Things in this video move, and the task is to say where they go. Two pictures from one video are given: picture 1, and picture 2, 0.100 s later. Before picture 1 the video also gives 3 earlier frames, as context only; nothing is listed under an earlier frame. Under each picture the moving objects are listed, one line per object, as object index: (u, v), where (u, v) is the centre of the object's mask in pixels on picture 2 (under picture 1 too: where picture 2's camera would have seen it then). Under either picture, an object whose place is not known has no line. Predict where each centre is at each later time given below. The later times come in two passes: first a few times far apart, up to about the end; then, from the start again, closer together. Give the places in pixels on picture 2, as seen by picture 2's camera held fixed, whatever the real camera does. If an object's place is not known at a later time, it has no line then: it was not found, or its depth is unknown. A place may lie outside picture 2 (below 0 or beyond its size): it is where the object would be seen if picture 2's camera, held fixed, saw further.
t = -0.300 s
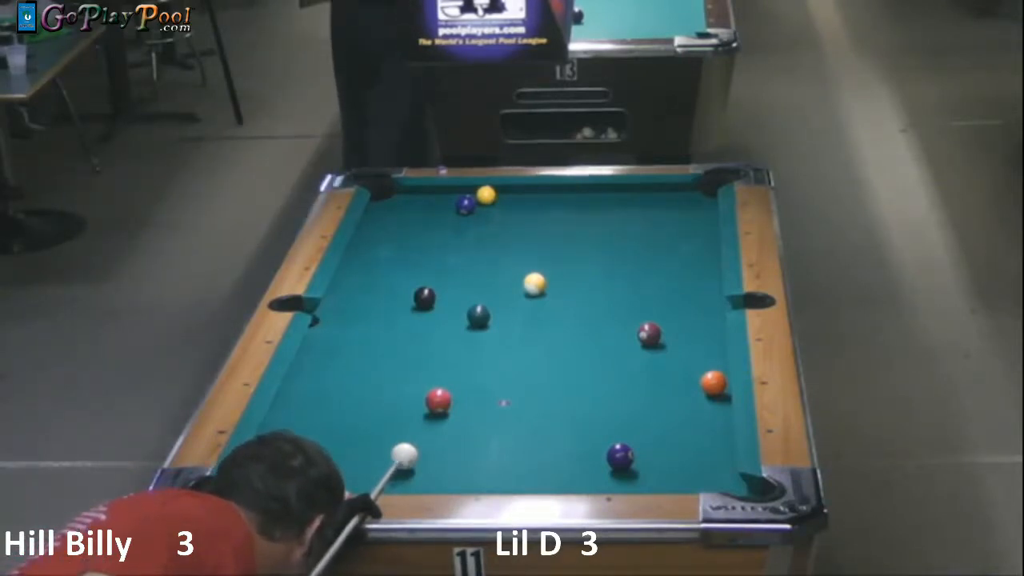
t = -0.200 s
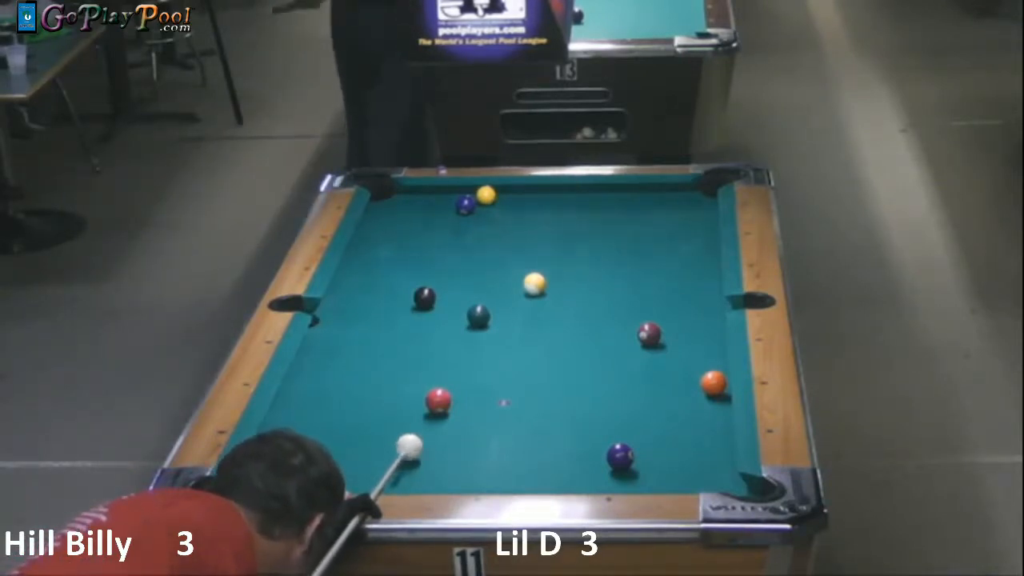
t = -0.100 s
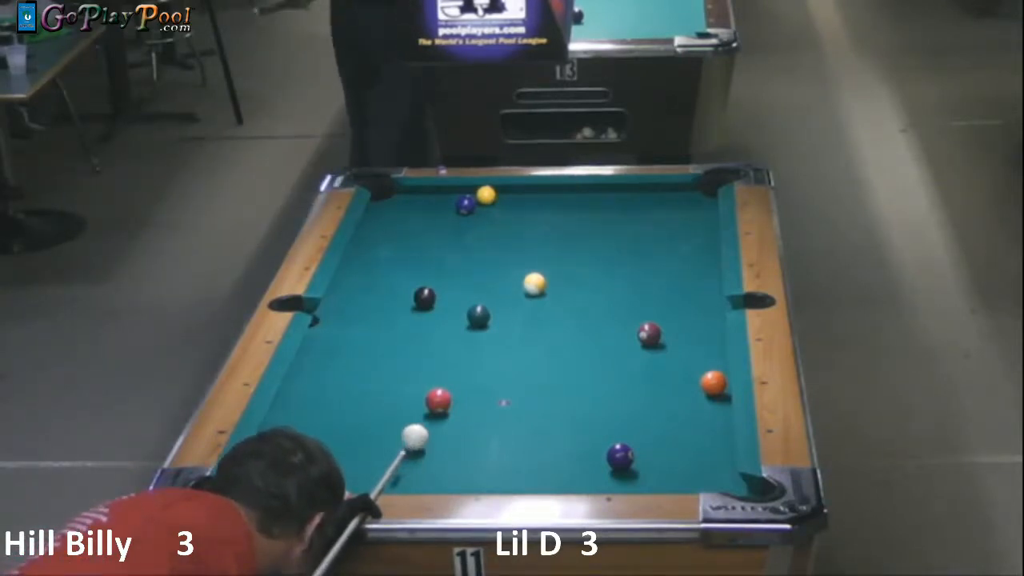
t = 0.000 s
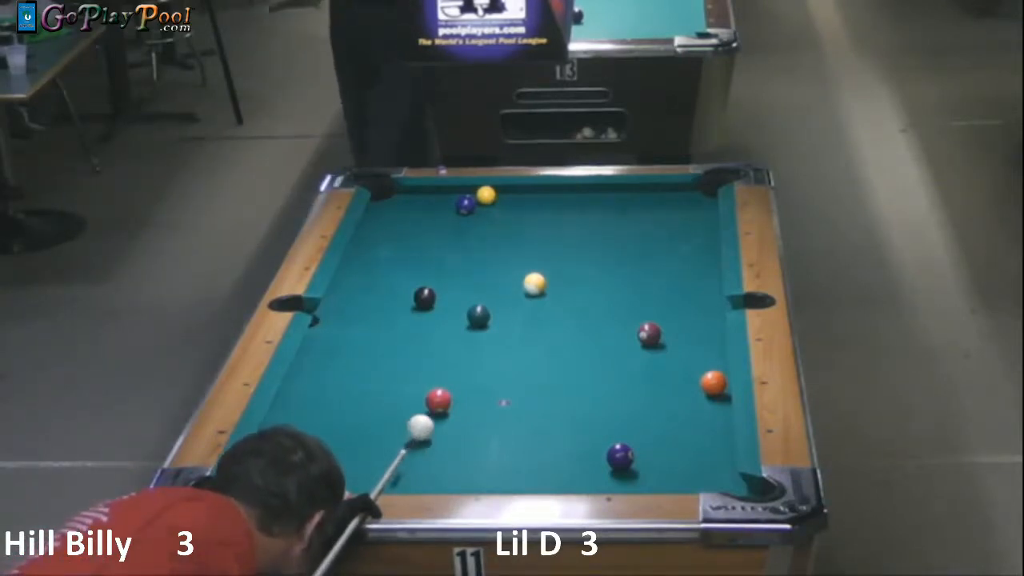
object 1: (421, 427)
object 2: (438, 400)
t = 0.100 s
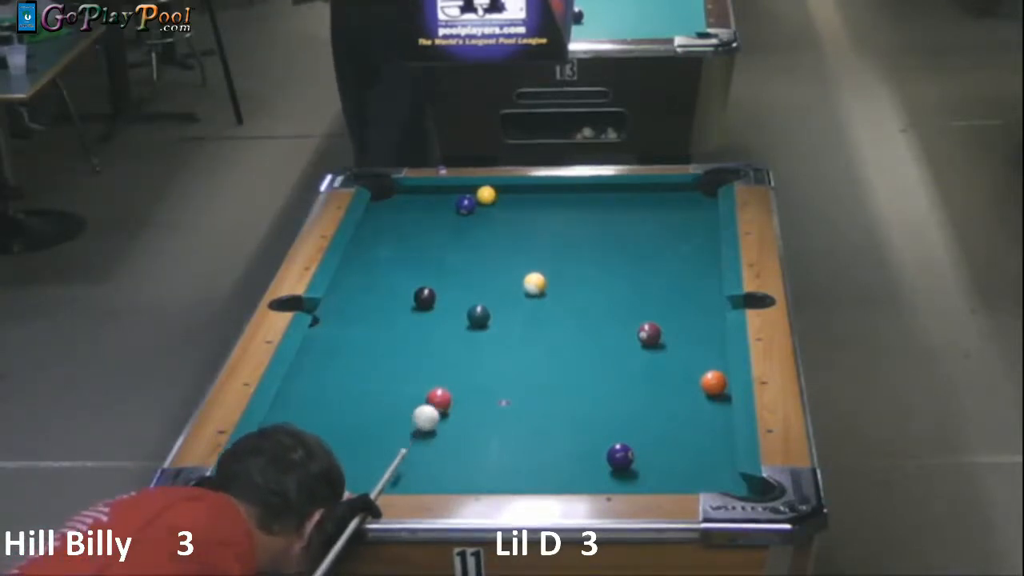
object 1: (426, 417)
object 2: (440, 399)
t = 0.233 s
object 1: (430, 410)
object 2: (443, 395)
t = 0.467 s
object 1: (431, 406)
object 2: (449, 387)
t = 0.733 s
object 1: (434, 402)
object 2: (457, 375)
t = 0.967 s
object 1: (434, 399)
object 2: (464, 365)
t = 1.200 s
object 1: (434, 398)
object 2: (470, 357)
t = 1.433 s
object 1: (435, 398)
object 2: (475, 350)
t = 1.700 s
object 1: (435, 398)
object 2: (480, 343)
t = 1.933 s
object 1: (435, 398)
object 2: (485, 338)
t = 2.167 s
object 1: (435, 398)
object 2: (488, 332)
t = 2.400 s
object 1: (435, 398)
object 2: (491, 329)
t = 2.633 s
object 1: (435, 398)
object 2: (494, 324)
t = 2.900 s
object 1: (435, 398)
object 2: (494, 322)
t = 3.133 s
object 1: (435, 398)
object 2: (497, 320)
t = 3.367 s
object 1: (435, 398)
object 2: (498, 320)
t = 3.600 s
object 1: (435, 398)
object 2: (499, 319)
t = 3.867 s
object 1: (435, 398)
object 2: (499, 320)
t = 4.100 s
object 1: (435, 398)
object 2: (499, 318)
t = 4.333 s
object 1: (432, 398)
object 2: (499, 319)
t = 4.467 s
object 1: (429, 398)
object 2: (499, 319)
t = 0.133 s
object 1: (427, 415)
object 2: (441, 398)
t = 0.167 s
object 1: (429, 412)
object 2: (441, 397)
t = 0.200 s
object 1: (430, 410)
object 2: (442, 396)
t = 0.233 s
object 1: (430, 410)
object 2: (443, 395)
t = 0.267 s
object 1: (430, 409)
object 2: (444, 393)
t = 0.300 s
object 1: (430, 408)
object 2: (445, 392)
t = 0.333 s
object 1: (430, 408)
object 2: (446, 391)
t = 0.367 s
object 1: (431, 407)
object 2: (446, 390)
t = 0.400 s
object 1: (431, 407)
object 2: (447, 389)
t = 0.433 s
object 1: (431, 406)
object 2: (448, 388)
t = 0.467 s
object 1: (431, 406)
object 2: (449, 387)
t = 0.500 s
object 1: (432, 405)
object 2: (450, 386)
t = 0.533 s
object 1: (432, 405)
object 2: (451, 384)
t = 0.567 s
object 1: (432, 404)
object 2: (452, 383)
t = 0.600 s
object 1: (433, 404)
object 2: (453, 380)
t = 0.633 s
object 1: (433, 403)
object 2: (454, 379)
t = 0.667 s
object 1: (434, 403)
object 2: (455, 378)
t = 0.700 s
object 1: (434, 403)
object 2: (456, 376)
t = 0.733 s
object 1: (434, 402)
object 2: (457, 375)
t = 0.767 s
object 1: (434, 402)
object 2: (458, 373)
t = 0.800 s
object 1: (434, 401)
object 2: (460, 371)
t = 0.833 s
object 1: (434, 401)
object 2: (460, 370)
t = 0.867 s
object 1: (434, 401)
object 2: (461, 369)
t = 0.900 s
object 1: (434, 400)
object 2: (462, 368)
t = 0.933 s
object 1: (434, 400)
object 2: (463, 366)
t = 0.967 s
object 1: (434, 399)
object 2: (464, 365)
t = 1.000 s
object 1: (434, 399)
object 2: (465, 364)
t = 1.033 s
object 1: (434, 399)
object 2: (466, 363)
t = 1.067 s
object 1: (434, 399)
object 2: (467, 362)
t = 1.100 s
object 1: (434, 399)
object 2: (467, 361)
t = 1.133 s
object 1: (434, 399)
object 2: (468, 359)
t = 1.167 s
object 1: (434, 398)
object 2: (469, 358)
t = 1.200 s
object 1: (434, 398)
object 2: (470, 357)
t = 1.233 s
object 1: (434, 398)
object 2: (471, 355)
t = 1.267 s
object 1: (434, 398)
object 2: (472, 355)
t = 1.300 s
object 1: (434, 398)
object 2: (472, 354)
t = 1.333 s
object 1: (435, 398)
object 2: (473, 353)
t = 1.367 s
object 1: (435, 398)
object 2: (474, 351)
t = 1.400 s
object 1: (435, 398)
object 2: (474, 351)
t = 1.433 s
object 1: (435, 398)
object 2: (475, 350)
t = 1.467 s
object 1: (435, 398)
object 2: (476, 349)
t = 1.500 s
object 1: (435, 398)
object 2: (477, 348)
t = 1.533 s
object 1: (435, 398)
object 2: (477, 347)
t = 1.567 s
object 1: (435, 398)
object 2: (478, 345)
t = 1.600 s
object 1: (435, 398)
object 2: (479, 345)
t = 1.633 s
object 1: (435, 398)
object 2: (480, 344)
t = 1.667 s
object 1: (435, 398)
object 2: (480, 343)
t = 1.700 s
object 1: (435, 398)
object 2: (480, 343)
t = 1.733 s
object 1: (435, 397)
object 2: (481, 342)
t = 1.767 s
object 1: (435, 398)
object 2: (483, 341)
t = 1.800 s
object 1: (435, 398)
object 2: (483, 340)
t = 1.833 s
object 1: (435, 398)
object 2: (483, 339)
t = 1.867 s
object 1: (435, 398)
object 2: (484, 339)
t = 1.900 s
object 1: (435, 398)
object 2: (484, 338)
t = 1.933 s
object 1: (435, 398)
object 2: (485, 338)
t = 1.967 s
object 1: (435, 398)
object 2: (485, 336)
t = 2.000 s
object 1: (435, 398)
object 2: (486, 336)
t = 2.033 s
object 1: (435, 398)
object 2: (486, 335)
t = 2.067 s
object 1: (435, 398)
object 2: (487, 334)
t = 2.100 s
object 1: (435, 398)
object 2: (487, 334)
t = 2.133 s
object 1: (435, 398)
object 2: (487, 333)
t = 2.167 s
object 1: (435, 398)
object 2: (488, 332)
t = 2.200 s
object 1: (435, 398)
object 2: (489, 332)
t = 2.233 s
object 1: (435, 398)
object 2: (489, 331)
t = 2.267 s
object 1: (435, 398)
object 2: (489, 331)
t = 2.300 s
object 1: (435, 398)
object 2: (490, 330)
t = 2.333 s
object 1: (435, 398)
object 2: (490, 329)
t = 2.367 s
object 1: (435, 398)
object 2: (491, 329)
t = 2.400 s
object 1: (435, 398)
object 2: (491, 329)
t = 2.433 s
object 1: (435, 398)
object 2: (492, 328)
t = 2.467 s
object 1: (435, 398)
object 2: (492, 327)
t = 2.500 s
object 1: (435, 398)
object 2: (493, 327)
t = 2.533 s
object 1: (435, 398)
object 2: (493, 326)
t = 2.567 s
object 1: (435, 398)
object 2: (493, 325)
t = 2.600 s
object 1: (435, 398)
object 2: (494, 325)
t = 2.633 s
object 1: (435, 398)
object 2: (494, 324)
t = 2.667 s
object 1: (435, 398)
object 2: (494, 324)
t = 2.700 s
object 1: (435, 398)
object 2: (494, 323)
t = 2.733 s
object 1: (435, 398)
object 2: (495, 323)
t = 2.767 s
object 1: (435, 398)
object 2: (495, 322)
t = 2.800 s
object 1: (435, 398)
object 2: (495, 321)
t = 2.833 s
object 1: (435, 398)
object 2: (493, 320)
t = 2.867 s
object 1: (435, 398)
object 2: (492, 321)
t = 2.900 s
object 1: (435, 398)
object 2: (494, 322)
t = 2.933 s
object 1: (435, 398)
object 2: (497, 321)
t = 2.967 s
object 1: (435, 398)
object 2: (499, 321)
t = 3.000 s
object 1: (435, 398)
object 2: (497, 321)
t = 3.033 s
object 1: (435, 398)
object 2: (497, 321)
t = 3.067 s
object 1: (435, 398)
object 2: (497, 320)
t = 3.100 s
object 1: (435, 398)
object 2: (497, 320)
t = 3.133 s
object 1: (435, 398)
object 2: (497, 320)
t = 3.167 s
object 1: (435, 398)
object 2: (497, 320)
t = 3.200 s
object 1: (435, 398)
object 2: (497, 320)
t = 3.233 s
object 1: (435, 398)
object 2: (498, 320)
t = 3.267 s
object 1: (435, 398)
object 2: (498, 320)
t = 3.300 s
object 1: (435, 398)
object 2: (498, 319)
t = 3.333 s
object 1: (435, 398)
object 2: (498, 320)
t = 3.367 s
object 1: (435, 398)
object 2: (498, 320)
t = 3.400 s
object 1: (435, 397)
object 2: (498, 320)
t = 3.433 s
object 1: (435, 398)
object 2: (498, 319)
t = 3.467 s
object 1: (435, 398)
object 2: (498, 320)
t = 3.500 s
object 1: (435, 398)
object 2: (498, 319)
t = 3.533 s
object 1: (435, 398)
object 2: (498, 320)
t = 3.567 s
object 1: (435, 398)
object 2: (498, 319)
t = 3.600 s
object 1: (435, 398)
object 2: (499, 319)
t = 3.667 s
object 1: (435, 398)
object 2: (498, 319)
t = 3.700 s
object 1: (435, 398)
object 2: (498, 319)
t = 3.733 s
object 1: (435, 398)
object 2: (499, 319)
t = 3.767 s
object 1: (435, 398)
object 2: (499, 319)
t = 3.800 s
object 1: (435, 398)
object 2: (499, 320)
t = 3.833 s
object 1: (435, 398)
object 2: (499, 319)
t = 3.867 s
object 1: (435, 398)
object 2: (499, 320)
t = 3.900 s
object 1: (435, 398)
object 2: (499, 319)
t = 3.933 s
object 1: (435, 398)
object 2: (499, 319)
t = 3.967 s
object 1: (435, 398)
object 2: (499, 319)
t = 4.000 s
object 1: (435, 398)
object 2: (499, 319)
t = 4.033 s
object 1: (435, 398)
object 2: (499, 319)
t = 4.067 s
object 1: (435, 398)
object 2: (499, 318)
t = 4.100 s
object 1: (435, 398)
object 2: (499, 318)
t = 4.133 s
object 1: (435, 398)
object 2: (499, 319)
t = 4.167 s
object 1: (434, 398)
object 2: (499, 319)
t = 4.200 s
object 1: (434, 398)
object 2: (499, 319)
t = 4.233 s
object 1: (433, 398)
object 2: (499, 319)
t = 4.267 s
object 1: (433, 398)
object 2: (499, 319)
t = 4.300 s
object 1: (432, 398)
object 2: (499, 319)
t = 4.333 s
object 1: (432, 398)
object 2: (499, 319)
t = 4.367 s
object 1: (431, 397)
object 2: (499, 318)
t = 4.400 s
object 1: (431, 398)
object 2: (499, 318)
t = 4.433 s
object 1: (430, 398)
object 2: (499, 318)
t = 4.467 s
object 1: (429, 398)
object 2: (499, 319)
